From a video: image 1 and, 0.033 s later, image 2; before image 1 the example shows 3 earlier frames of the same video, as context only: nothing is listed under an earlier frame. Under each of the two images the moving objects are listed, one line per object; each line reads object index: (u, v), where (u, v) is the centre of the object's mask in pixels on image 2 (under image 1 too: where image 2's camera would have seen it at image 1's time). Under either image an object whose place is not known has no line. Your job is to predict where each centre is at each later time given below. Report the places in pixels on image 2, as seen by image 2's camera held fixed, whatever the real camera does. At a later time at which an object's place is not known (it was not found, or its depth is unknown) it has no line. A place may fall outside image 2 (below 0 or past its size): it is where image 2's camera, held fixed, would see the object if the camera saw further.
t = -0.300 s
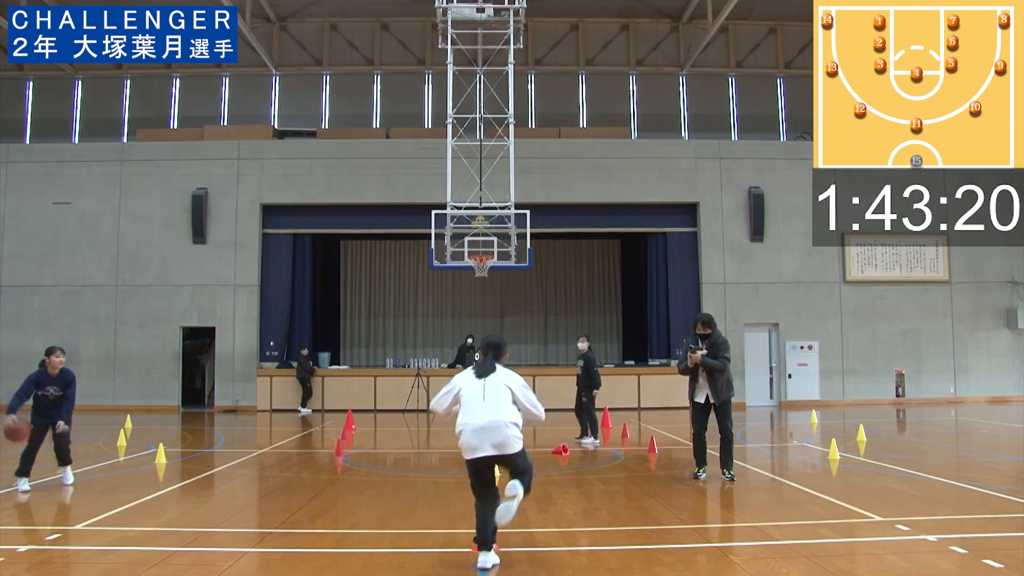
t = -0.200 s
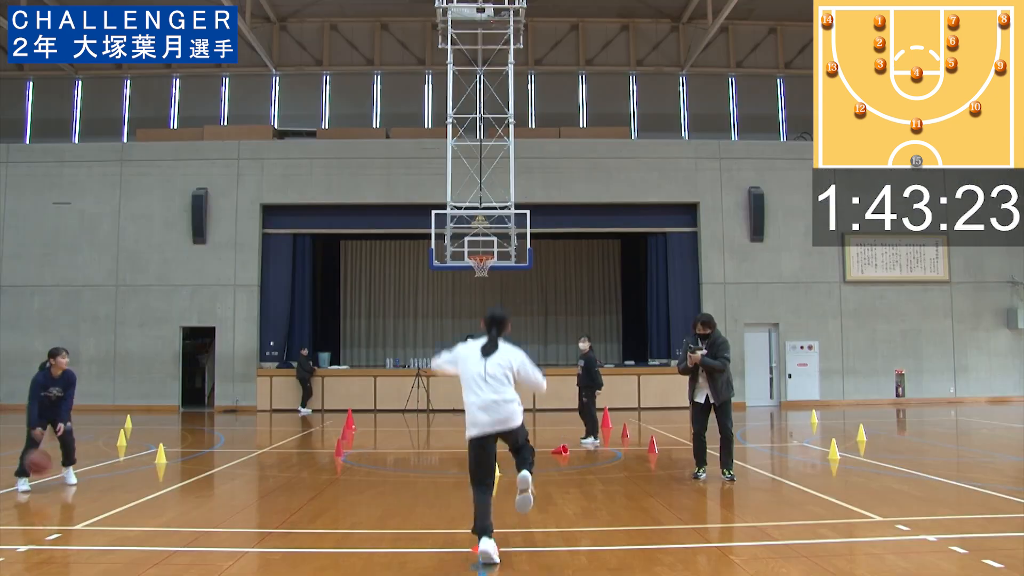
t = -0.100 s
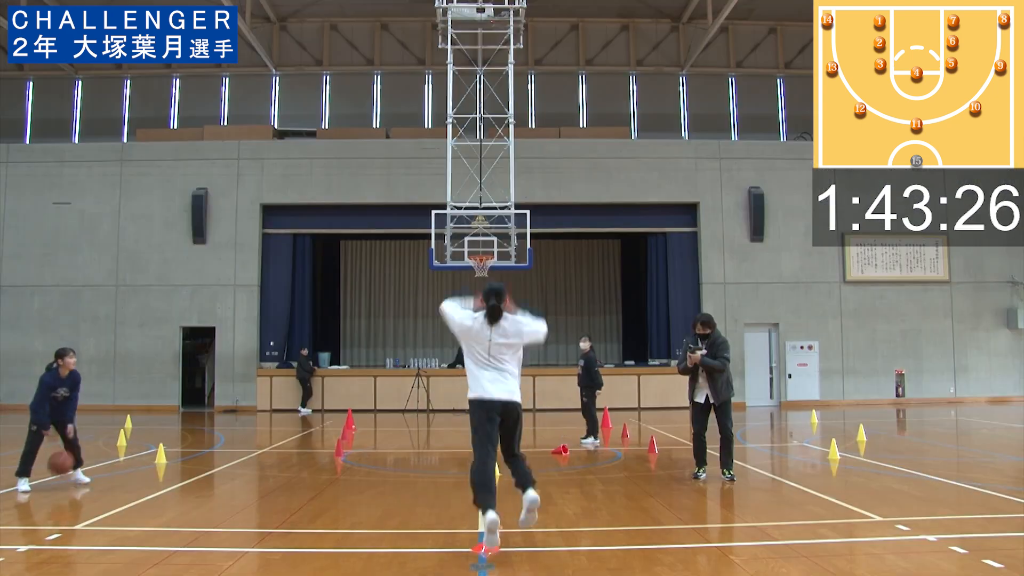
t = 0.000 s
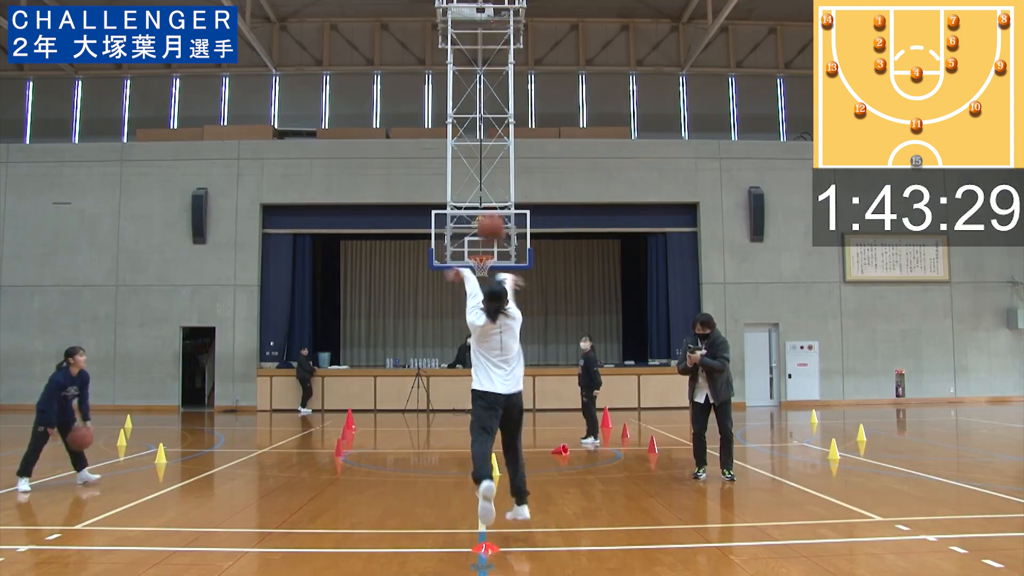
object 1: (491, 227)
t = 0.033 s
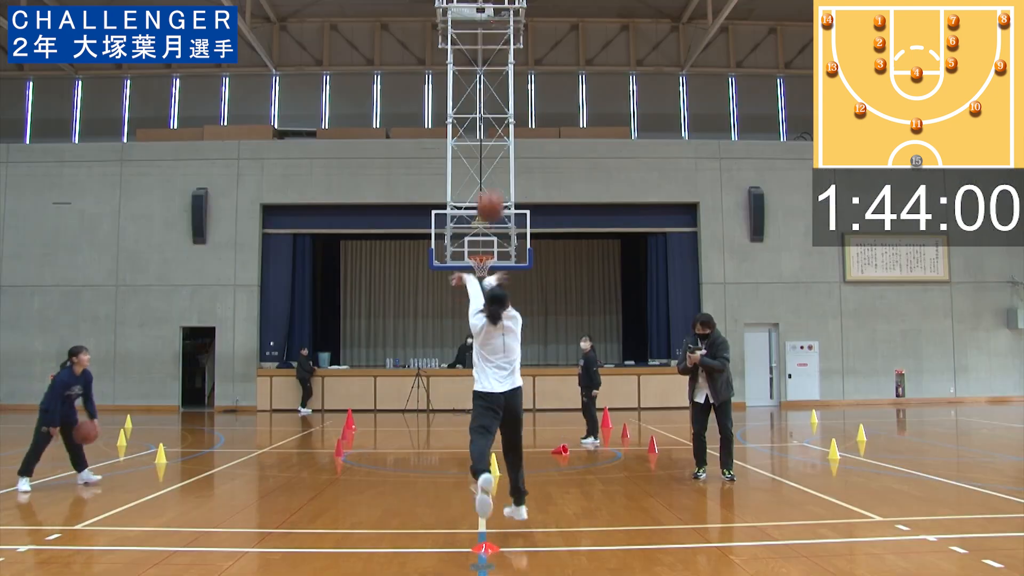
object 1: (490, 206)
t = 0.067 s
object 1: (489, 189)
